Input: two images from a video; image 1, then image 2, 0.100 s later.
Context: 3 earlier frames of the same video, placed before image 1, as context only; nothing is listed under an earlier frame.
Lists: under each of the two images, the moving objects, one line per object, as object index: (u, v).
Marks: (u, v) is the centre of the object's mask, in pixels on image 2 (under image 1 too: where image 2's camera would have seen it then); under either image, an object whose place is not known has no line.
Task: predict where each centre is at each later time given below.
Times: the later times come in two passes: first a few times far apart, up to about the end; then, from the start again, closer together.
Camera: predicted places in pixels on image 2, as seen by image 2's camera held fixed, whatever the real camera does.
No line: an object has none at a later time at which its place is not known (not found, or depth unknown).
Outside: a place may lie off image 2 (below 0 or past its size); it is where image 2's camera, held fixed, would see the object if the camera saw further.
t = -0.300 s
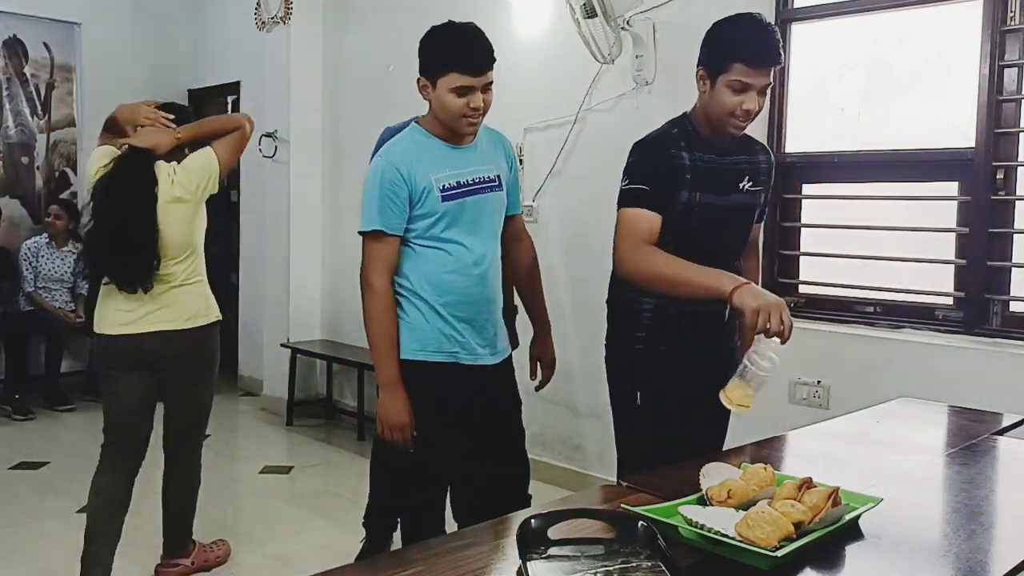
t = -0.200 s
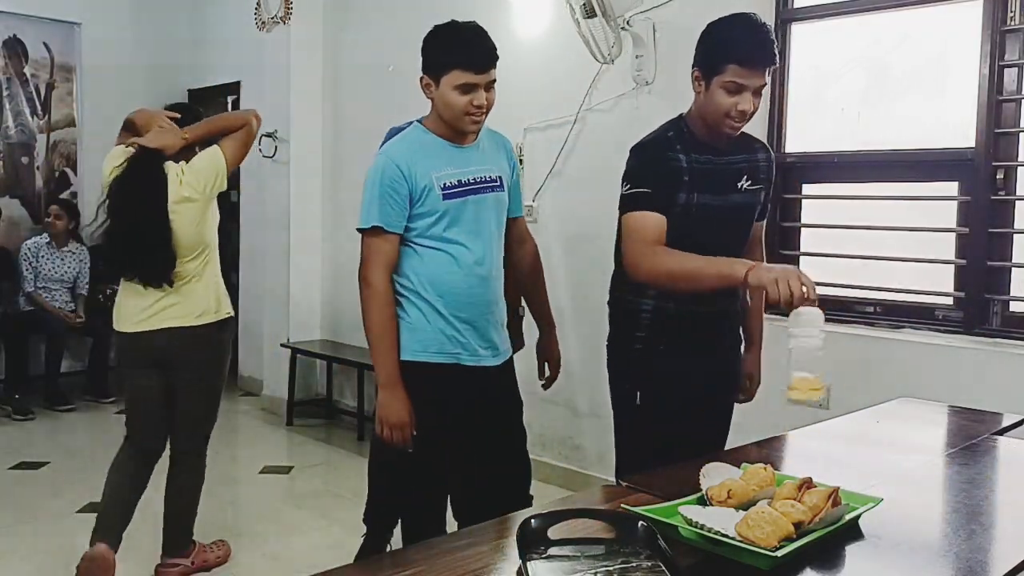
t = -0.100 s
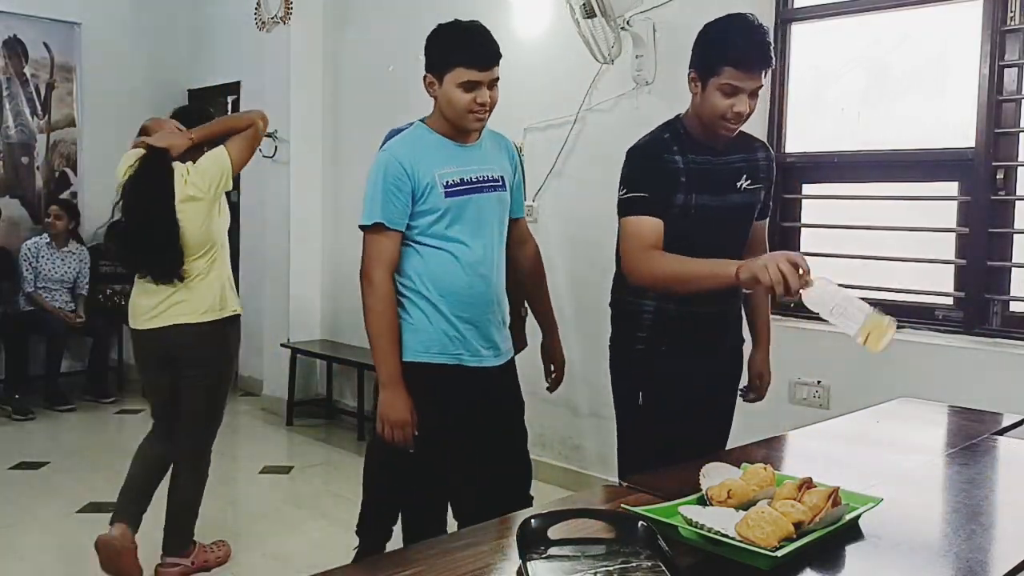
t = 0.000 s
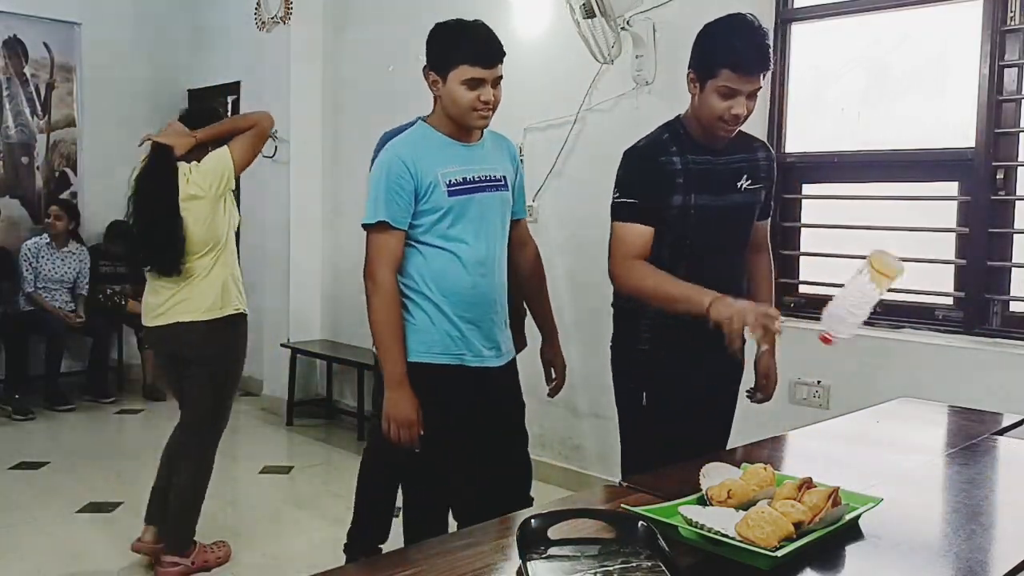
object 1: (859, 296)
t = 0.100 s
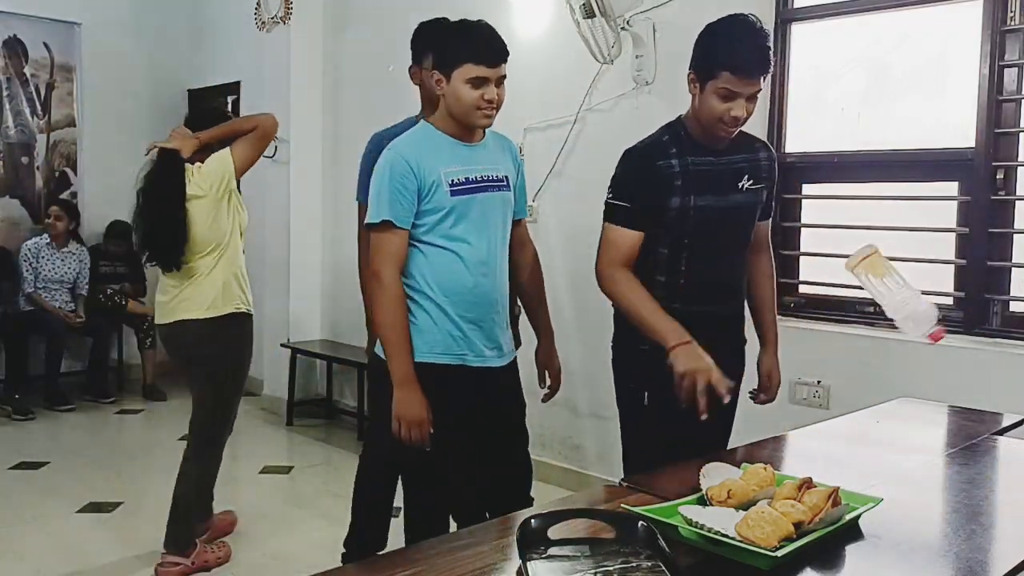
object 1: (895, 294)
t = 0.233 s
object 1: (883, 329)
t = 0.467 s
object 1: (850, 420)
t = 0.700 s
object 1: (836, 421)
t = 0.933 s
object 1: (829, 433)
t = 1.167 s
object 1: (820, 461)
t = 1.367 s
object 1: (823, 462)
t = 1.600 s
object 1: (828, 464)
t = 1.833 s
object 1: (830, 465)
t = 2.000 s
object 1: (829, 465)
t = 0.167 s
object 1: (901, 298)
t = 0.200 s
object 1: (892, 308)
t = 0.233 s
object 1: (883, 329)
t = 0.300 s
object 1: (860, 397)
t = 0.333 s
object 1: (852, 416)
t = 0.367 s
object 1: (852, 416)
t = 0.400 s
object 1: (852, 419)
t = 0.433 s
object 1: (851, 419)
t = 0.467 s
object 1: (850, 420)
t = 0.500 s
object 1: (848, 420)
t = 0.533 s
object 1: (846, 420)
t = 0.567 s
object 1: (844, 421)
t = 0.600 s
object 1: (837, 418)
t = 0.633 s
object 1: (837, 419)
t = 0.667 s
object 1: (840, 423)
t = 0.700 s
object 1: (836, 421)
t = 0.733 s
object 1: (836, 422)
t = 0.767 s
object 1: (835, 423)
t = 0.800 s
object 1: (835, 424)
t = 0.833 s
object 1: (835, 426)
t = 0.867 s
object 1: (834, 428)
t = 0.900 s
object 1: (832, 431)
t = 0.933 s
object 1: (829, 433)
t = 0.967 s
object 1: (825, 437)
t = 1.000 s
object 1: (820, 443)
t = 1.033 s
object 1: (814, 451)
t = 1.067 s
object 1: (813, 460)
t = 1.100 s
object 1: (813, 457)
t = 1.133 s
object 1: (816, 458)
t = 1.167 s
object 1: (820, 461)
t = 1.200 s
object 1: (821, 461)
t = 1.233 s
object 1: (821, 461)
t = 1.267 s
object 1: (821, 461)
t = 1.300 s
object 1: (822, 461)
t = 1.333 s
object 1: (822, 461)
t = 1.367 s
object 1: (823, 462)
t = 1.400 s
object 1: (824, 462)
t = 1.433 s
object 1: (825, 462)
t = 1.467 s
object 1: (825, 463)
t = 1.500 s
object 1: (826, 463)
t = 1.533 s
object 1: (827, 464)
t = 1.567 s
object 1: (828, 464)
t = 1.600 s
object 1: (828, 464)
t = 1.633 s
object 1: (829, 465)
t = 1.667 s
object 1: (830, 465)
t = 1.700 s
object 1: (831, 465)
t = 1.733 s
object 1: (831, 465)
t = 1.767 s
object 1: (831, 465)
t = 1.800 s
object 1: (831, 465)
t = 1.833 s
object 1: (830, 465)
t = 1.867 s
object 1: (830, 465)
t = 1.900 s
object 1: (830, 465)
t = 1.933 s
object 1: (830, 465)
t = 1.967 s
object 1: (830, 465)
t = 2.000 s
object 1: (829, 465)
